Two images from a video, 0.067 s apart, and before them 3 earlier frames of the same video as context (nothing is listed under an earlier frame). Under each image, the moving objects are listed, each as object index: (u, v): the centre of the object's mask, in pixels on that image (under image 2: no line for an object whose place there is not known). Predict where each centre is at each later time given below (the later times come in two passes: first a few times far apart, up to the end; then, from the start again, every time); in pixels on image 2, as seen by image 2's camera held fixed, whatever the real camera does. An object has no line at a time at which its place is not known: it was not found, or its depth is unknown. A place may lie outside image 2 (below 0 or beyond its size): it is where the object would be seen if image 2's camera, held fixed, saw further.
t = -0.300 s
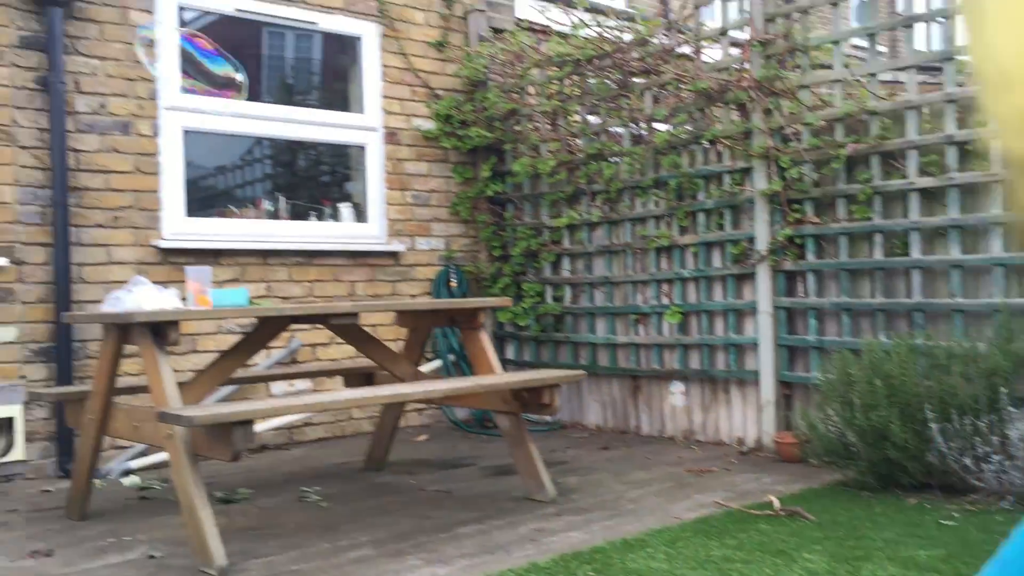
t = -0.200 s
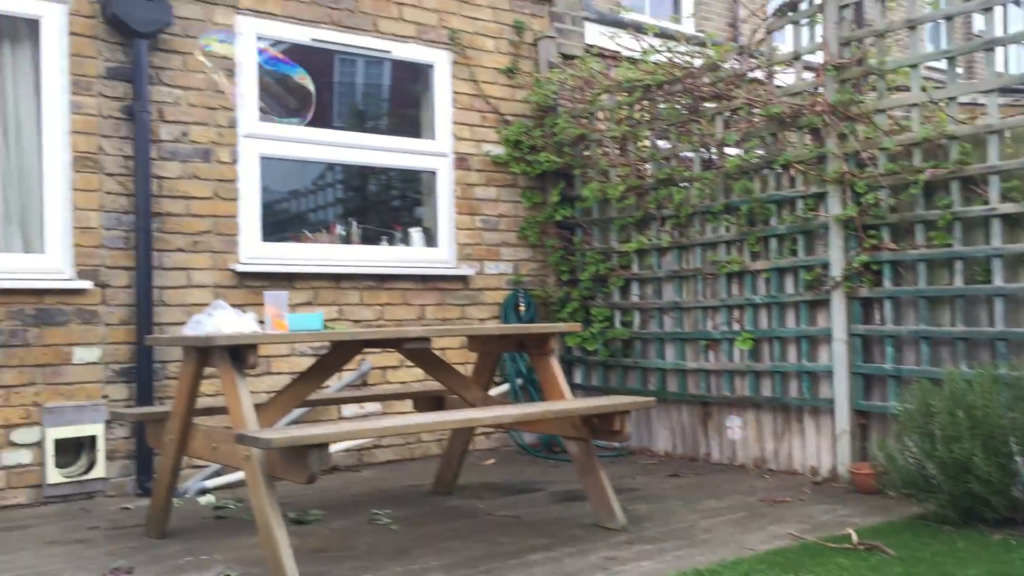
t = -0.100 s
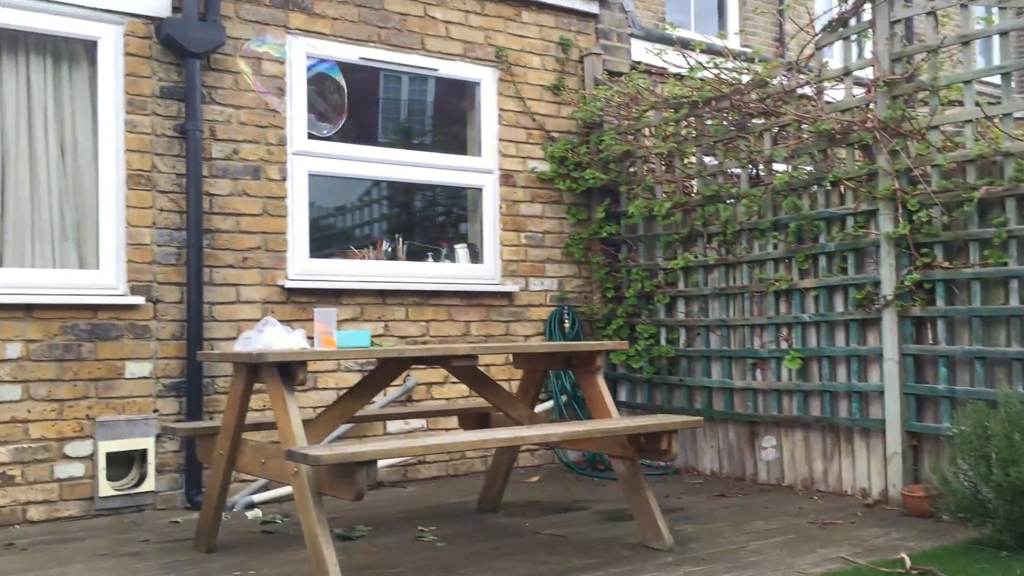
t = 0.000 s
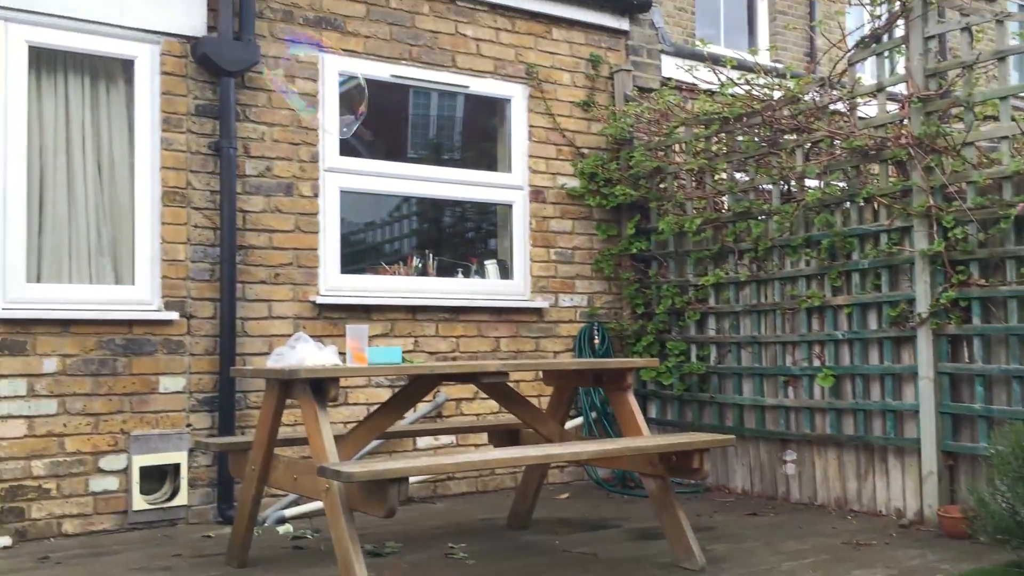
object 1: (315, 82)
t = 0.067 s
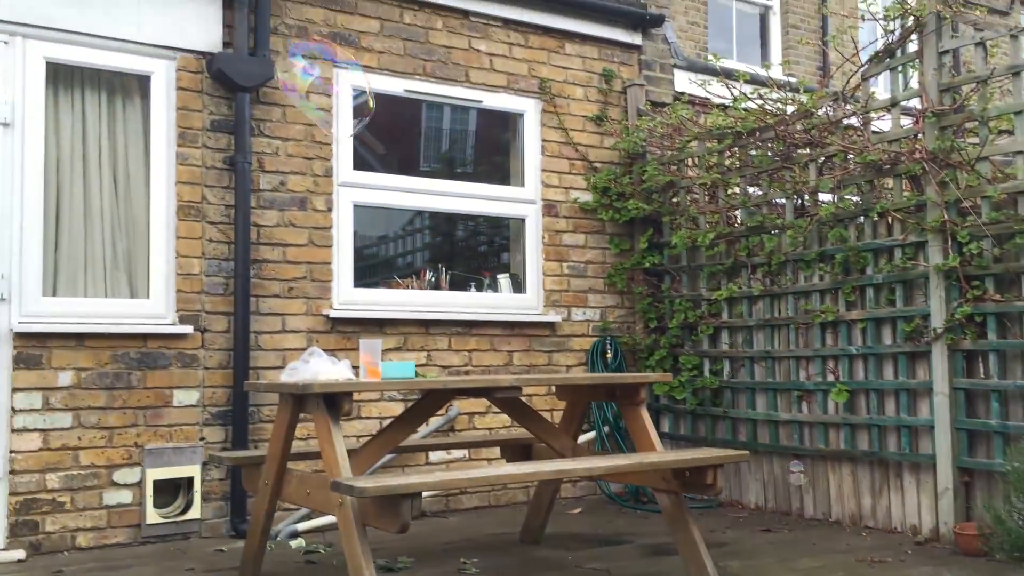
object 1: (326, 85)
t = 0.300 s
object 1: (311, 52)
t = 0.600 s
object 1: (278, -7)
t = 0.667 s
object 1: (271, -19)
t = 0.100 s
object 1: (324, 80)
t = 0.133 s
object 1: (315, 68)
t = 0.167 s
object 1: (320, 71)
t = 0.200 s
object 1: (320, 68)
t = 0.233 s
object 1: (319, 65)
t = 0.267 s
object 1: (315, 58)
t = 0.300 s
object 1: (311, 52)
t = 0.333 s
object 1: (306, 47)
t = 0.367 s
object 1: (302, 43)
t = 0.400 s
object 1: (298, 36)
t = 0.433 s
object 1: (294, 29)
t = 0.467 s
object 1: (290, 21)
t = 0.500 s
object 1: (287, 14)
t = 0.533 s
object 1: (284, 7)
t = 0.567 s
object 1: (281, 0)
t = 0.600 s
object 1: (278, -7)
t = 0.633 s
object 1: (275, -13)
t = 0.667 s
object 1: (271, -19)
